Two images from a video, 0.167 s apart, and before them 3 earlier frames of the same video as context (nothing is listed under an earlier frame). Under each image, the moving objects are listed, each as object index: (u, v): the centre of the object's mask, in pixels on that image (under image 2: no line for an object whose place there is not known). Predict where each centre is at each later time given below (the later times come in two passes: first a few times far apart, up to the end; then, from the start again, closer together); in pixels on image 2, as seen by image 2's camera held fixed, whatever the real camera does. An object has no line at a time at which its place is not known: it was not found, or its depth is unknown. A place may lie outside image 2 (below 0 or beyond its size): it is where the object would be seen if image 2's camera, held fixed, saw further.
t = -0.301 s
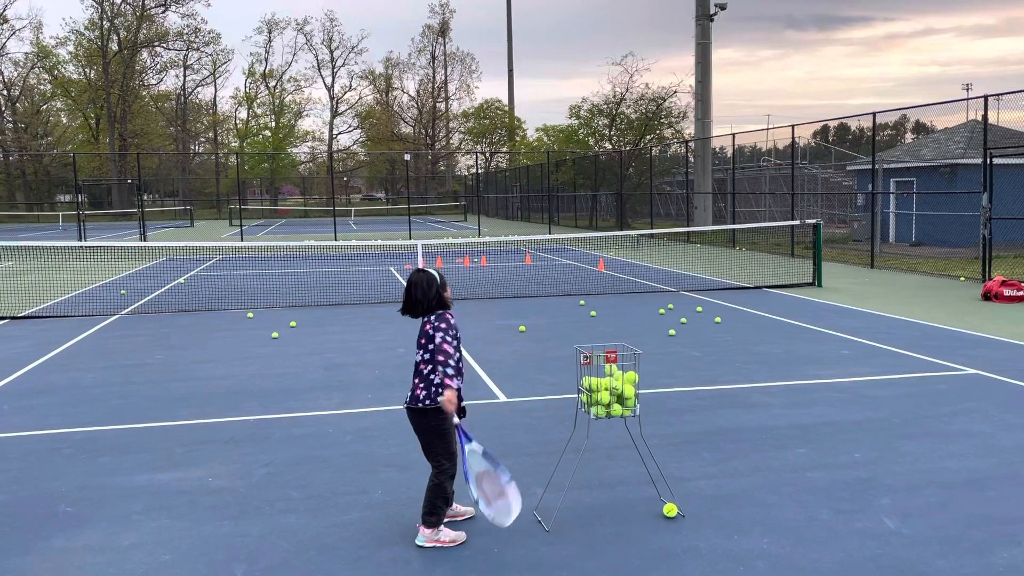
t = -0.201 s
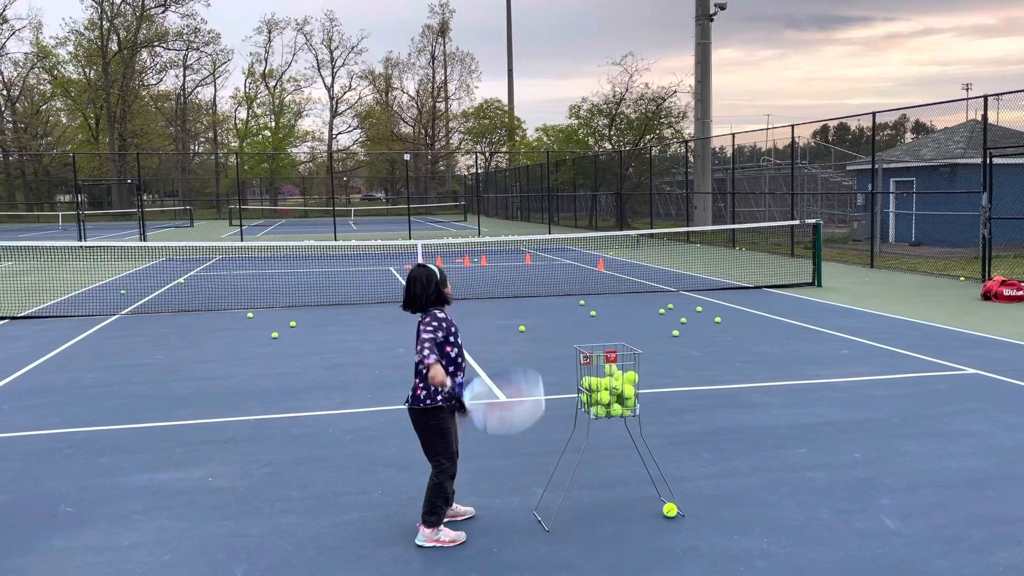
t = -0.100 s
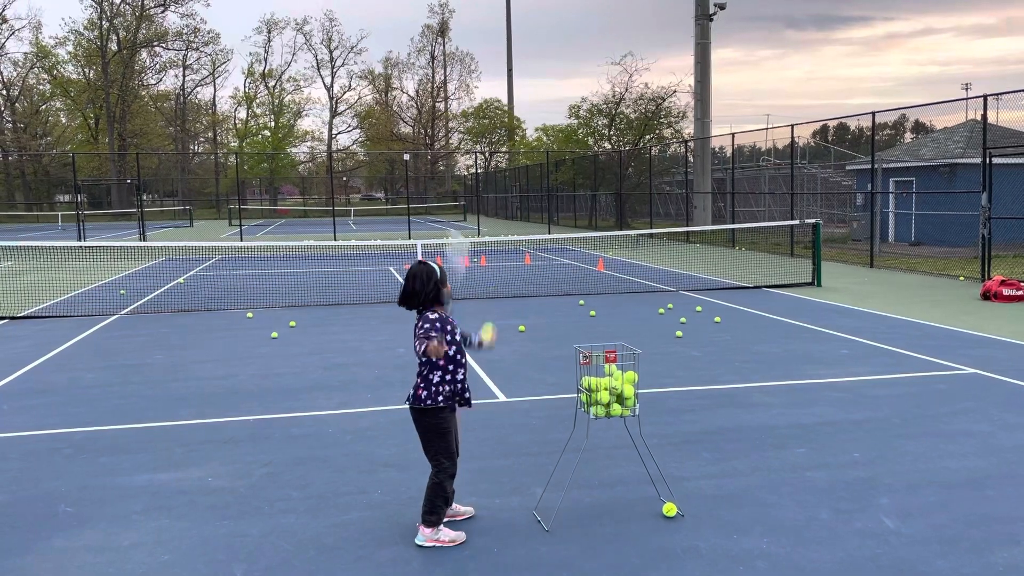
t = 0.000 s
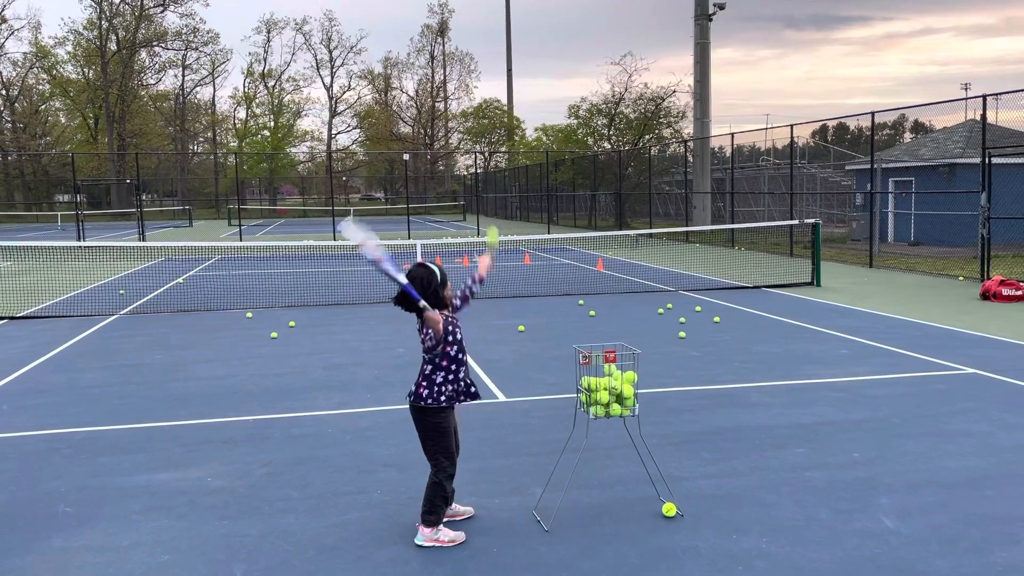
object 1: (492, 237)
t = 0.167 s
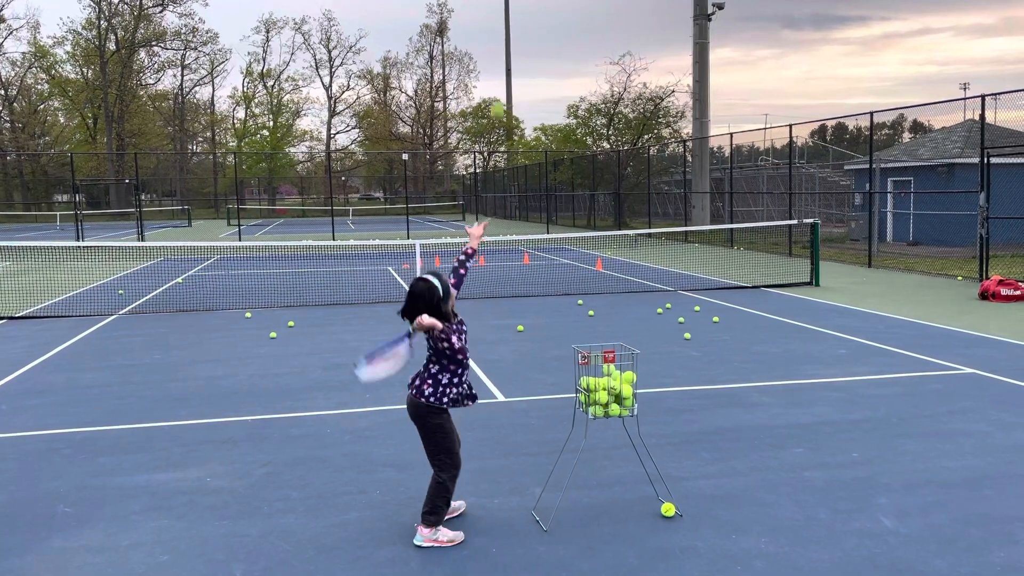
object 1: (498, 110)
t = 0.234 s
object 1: (500, 74)
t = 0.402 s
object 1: (508, 21)
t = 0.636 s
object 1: (522, 41)
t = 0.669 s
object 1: (524, 53)
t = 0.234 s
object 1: (500, 74)
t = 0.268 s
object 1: (503, 58)
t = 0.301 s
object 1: (504, 46)
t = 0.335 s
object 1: (505, 35)
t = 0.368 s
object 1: (506, 27)
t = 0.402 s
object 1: (508, 21)
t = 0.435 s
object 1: (510, 17)
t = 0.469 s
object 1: (512, 16)
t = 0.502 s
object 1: (513, 16)
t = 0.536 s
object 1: (516, 19)
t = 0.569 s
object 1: (518, 24)
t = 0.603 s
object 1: (520, 31)
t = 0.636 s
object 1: (522, 41)
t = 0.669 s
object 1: (524, 53)
